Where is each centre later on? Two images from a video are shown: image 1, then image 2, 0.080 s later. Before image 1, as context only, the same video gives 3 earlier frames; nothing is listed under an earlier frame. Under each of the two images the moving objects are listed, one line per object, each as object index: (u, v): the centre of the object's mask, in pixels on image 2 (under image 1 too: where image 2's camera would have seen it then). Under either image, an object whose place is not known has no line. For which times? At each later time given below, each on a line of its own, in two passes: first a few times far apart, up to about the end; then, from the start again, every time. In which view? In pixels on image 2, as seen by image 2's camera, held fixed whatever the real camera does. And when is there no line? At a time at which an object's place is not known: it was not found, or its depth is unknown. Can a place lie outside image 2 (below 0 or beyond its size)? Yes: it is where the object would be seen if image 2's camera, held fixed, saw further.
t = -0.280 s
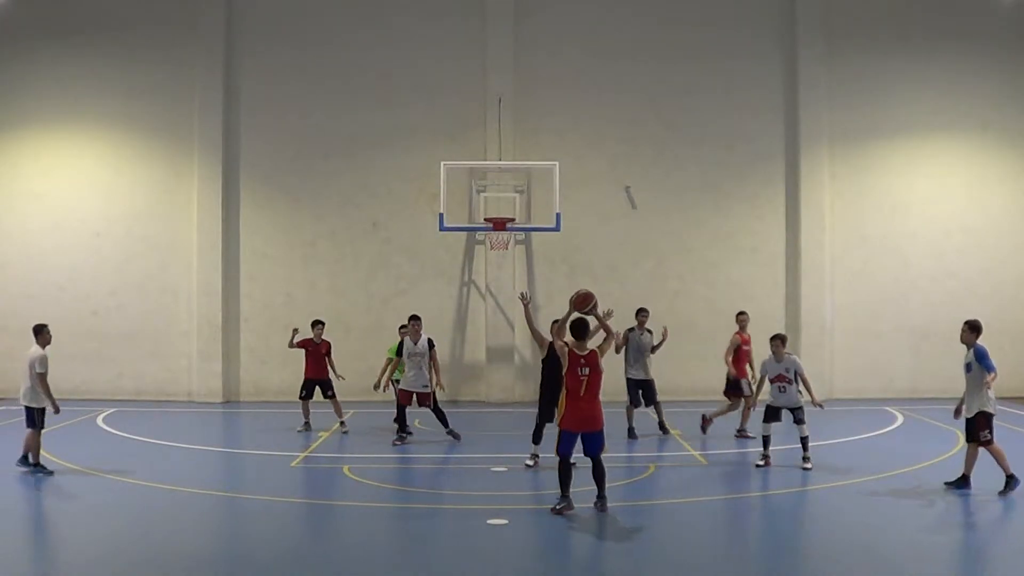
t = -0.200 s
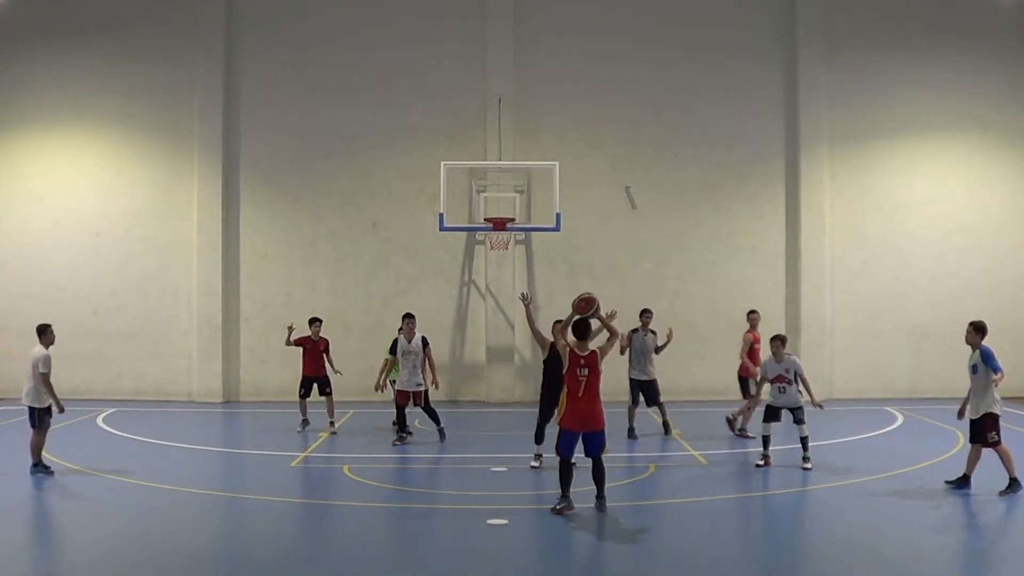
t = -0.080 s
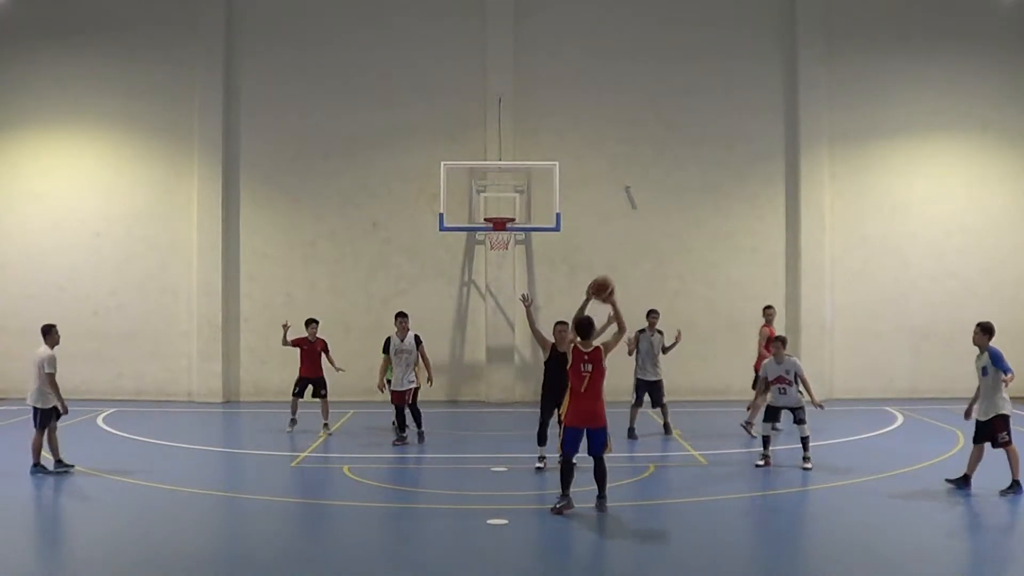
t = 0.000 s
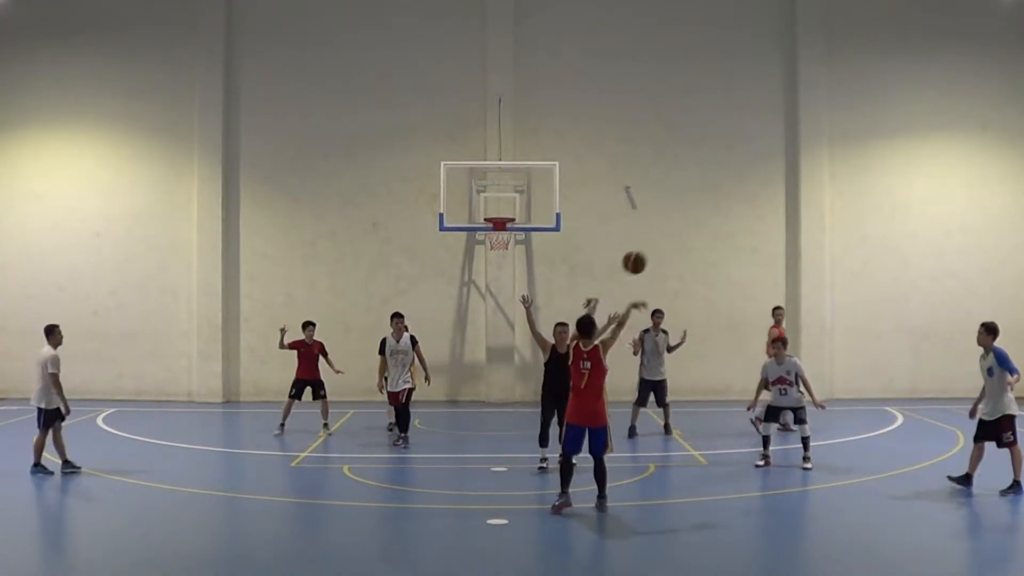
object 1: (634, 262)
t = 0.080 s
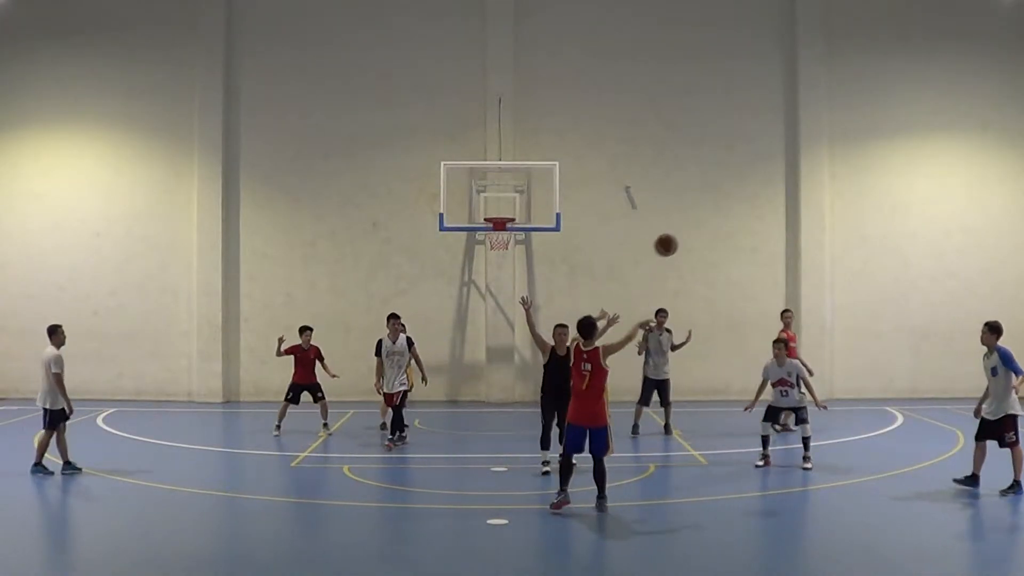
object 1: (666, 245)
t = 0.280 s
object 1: (734, 232)
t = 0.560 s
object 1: (807, 267)
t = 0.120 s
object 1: (681, 239)
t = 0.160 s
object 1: (695, 235)
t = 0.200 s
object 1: (708, 232)
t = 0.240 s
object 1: (721, 231)
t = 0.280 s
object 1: (734, 232)
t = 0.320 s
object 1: (746, 233)
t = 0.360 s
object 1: (757, 236)
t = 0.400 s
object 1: (768, 240)
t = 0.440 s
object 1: (778, 245)
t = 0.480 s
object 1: (788, 252)
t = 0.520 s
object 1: (797, 259)
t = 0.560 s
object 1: (807, 267)
